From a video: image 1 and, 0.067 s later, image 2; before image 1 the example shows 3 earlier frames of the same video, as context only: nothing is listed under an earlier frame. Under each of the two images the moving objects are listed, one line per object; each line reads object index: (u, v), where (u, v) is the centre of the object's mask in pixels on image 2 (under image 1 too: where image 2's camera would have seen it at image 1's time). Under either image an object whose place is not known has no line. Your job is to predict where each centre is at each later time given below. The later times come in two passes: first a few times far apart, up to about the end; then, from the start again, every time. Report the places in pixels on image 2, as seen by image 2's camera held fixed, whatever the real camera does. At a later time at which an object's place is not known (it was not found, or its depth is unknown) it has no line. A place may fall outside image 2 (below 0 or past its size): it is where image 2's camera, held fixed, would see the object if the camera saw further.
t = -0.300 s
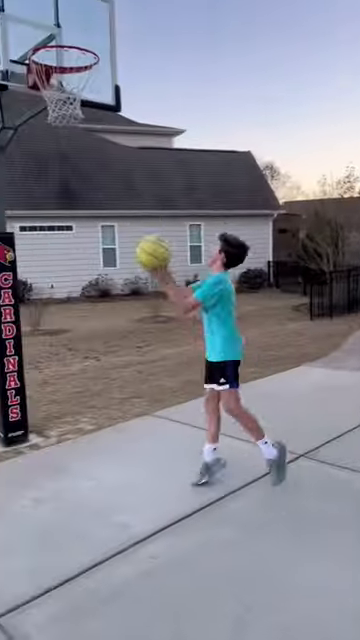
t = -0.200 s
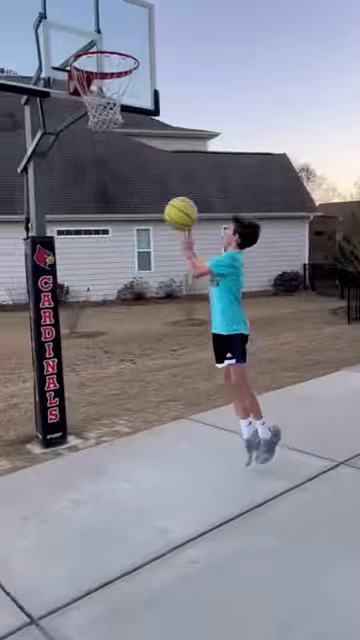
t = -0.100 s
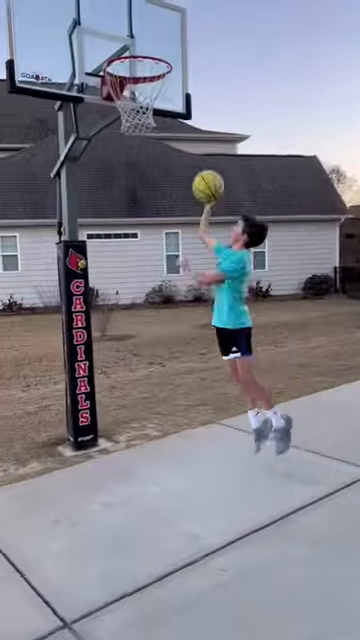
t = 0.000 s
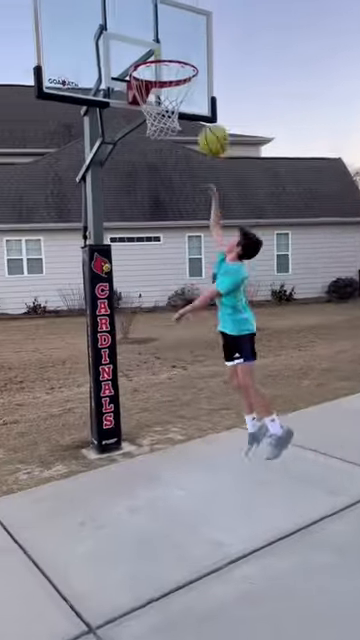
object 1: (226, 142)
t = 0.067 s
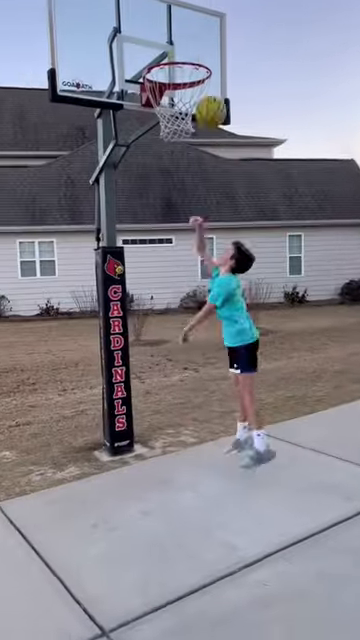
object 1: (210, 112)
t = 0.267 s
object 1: (183, 54)
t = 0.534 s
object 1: (177, 51)
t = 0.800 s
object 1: (174, 84)
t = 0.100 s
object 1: (203, 99)
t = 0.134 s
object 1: (195, 86)
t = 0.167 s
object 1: (186, 76)
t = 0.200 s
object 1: (184, 67)
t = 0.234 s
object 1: (184, 60)
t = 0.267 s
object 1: (183, 54)
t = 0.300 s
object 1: (182, 48)
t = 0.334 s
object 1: (181, 45)
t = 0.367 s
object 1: (180, 43)
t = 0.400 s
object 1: (179, 42)
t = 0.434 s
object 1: (178, 43)
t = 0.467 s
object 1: (177, 45)
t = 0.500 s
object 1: (176, 50)
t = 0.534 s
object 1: (177, 51)
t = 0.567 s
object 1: (180, 53)
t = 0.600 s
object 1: (181, 57)
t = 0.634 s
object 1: (183, 62)
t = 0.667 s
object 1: (185, 69)
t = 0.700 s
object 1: (186, 76)
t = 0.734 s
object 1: (183, 78)
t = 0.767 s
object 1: (179, 80)
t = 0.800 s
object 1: (174, 84)
